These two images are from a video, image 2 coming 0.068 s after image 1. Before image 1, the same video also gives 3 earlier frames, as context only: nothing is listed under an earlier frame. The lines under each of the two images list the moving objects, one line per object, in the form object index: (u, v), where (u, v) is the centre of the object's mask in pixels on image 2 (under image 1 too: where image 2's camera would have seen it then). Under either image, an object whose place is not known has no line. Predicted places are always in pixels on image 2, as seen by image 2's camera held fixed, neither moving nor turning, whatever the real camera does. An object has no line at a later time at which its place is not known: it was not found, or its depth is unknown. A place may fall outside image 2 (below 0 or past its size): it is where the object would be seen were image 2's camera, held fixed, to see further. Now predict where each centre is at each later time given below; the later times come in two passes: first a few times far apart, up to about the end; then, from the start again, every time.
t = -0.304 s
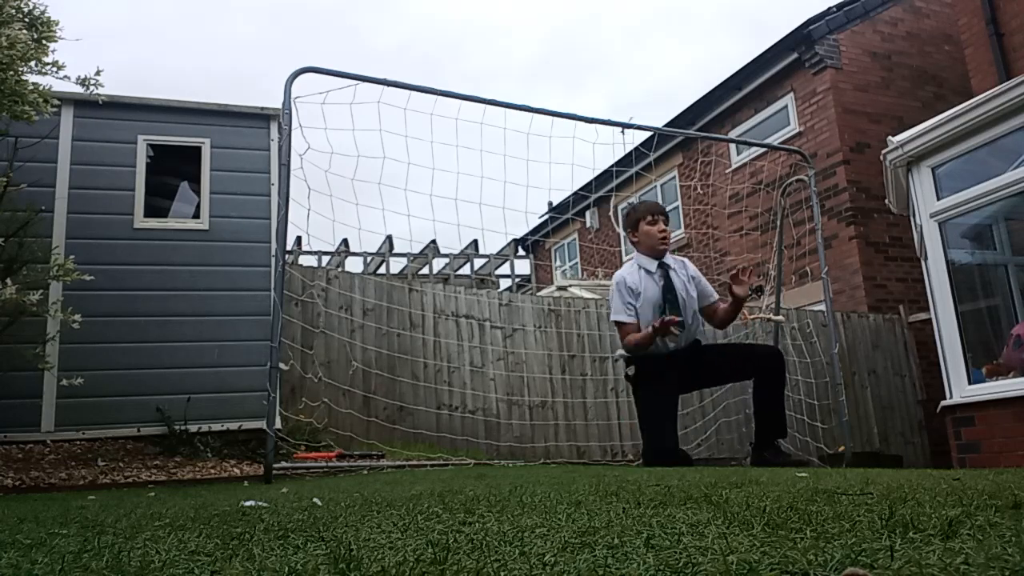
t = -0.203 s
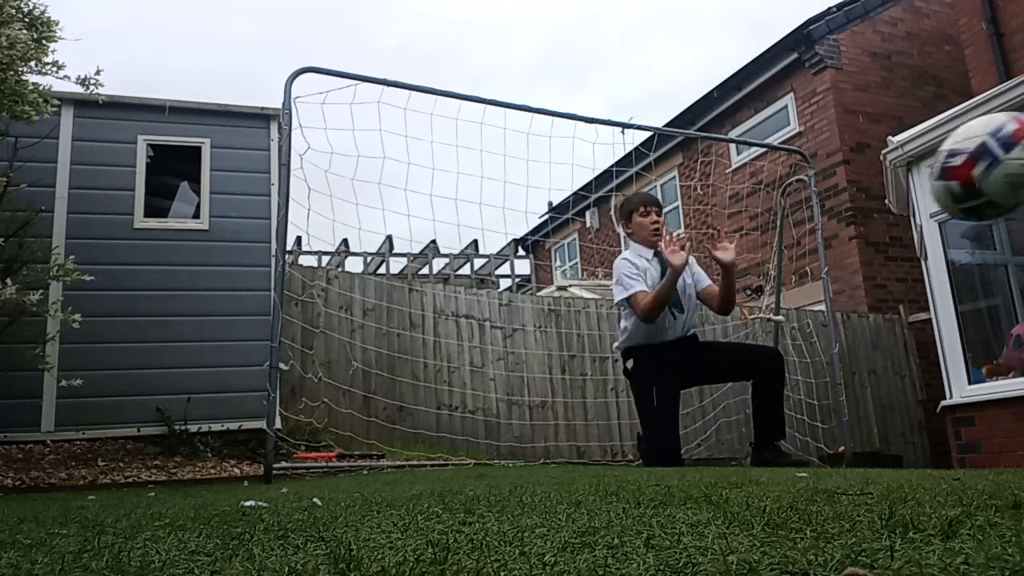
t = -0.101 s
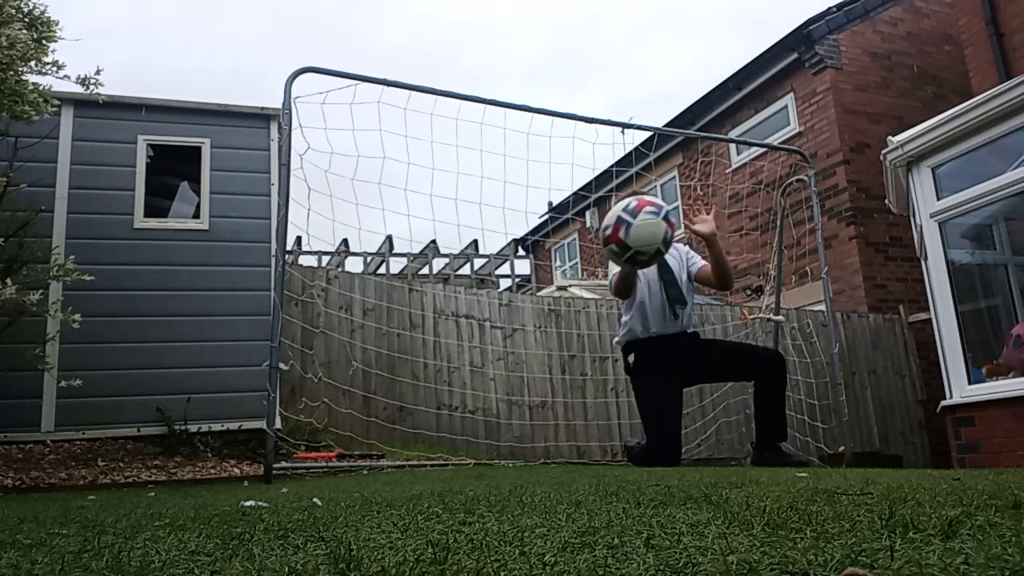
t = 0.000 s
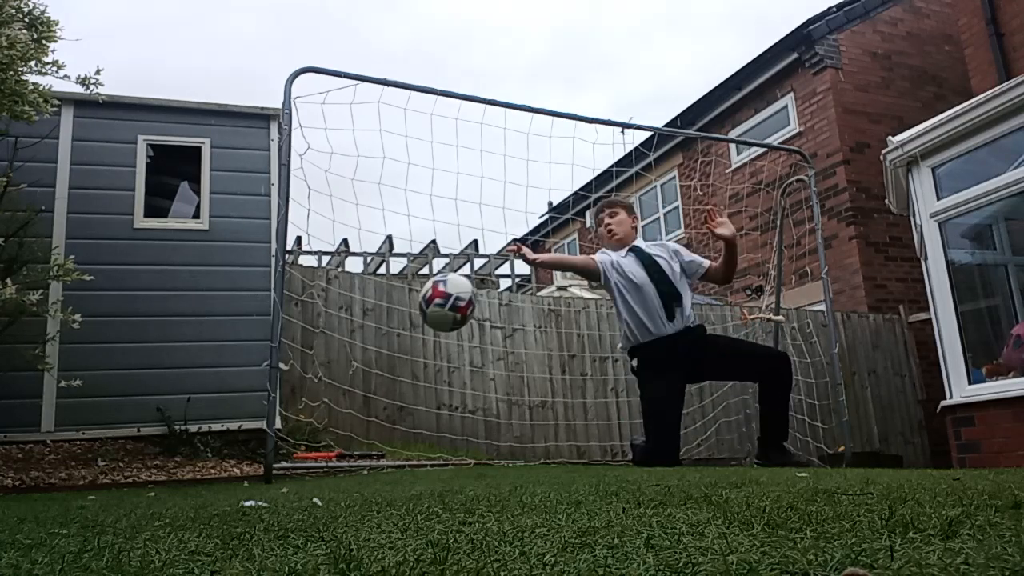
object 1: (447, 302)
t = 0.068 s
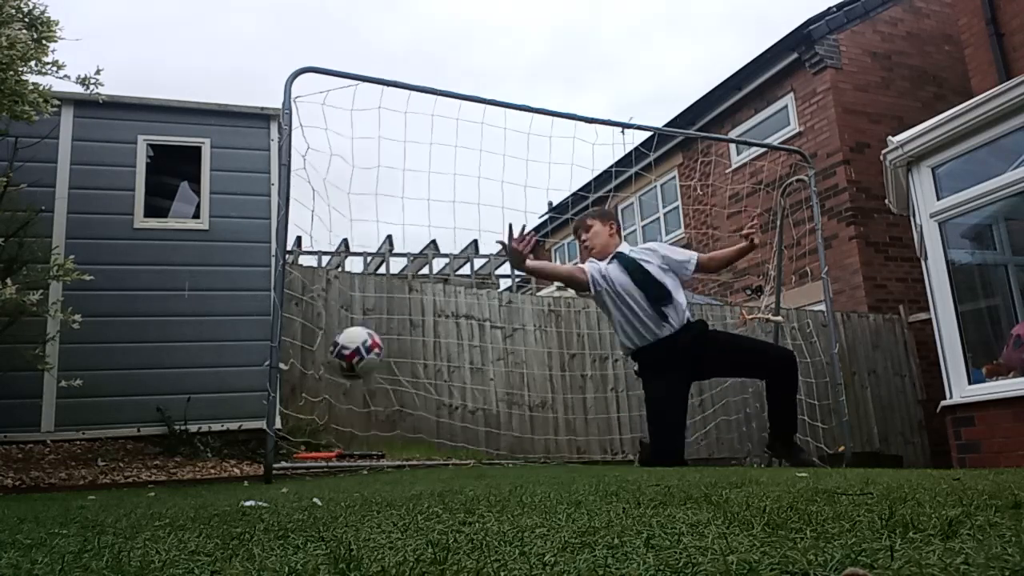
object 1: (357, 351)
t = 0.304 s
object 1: (324, 441)
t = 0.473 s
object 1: (401, 445)
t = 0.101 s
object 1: (321, 373)
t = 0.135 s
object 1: (296, 392)
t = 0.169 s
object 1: (281, 402)
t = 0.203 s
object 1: (290, 407)
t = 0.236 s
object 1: (296, 420)
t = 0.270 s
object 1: (311, 434)
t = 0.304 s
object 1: (324, 441)
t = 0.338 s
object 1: (340, 438)
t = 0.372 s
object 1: (354, 438)
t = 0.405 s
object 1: (370, 442)
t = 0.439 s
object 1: (385, 447)
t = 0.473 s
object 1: (401, 445)
